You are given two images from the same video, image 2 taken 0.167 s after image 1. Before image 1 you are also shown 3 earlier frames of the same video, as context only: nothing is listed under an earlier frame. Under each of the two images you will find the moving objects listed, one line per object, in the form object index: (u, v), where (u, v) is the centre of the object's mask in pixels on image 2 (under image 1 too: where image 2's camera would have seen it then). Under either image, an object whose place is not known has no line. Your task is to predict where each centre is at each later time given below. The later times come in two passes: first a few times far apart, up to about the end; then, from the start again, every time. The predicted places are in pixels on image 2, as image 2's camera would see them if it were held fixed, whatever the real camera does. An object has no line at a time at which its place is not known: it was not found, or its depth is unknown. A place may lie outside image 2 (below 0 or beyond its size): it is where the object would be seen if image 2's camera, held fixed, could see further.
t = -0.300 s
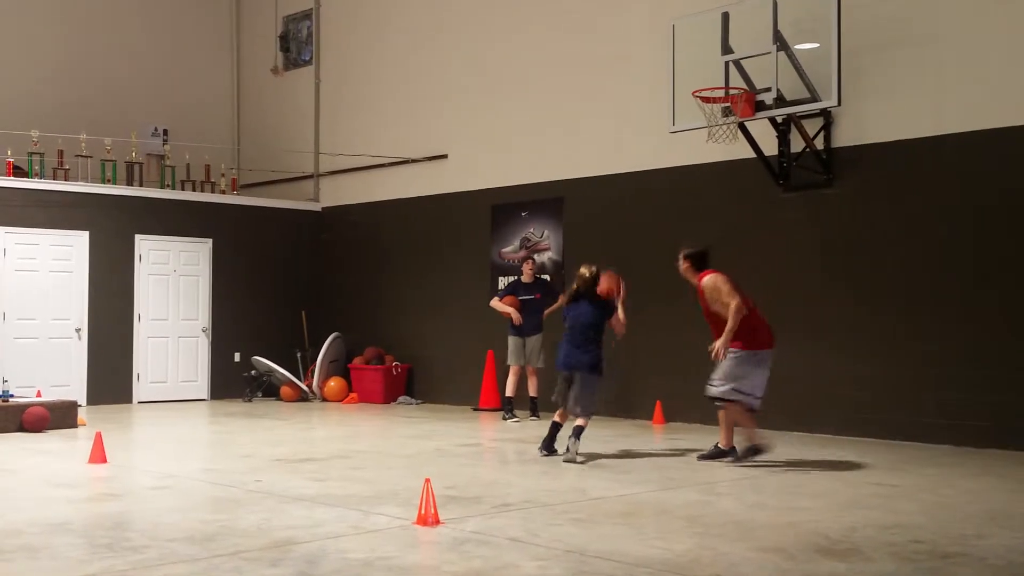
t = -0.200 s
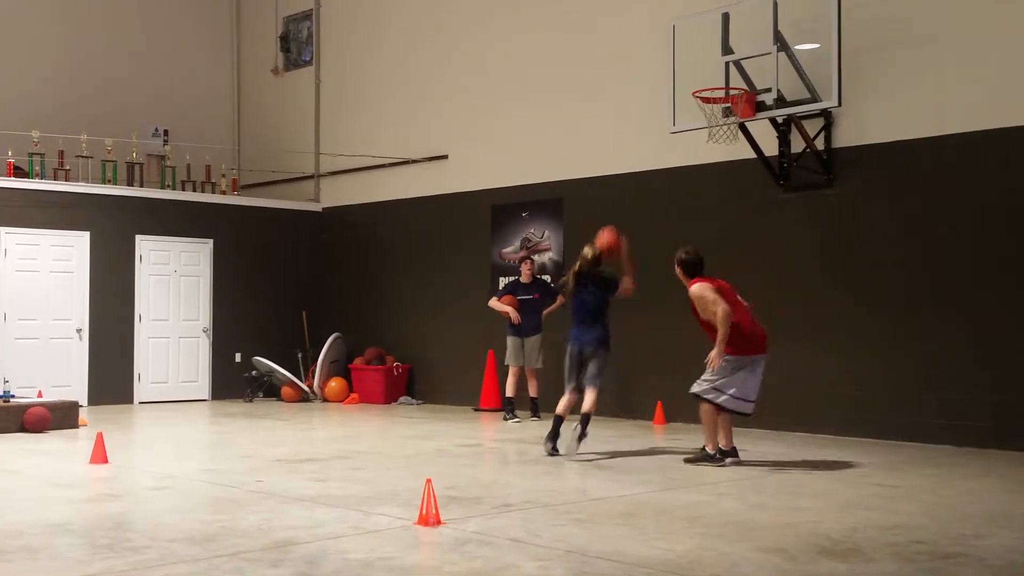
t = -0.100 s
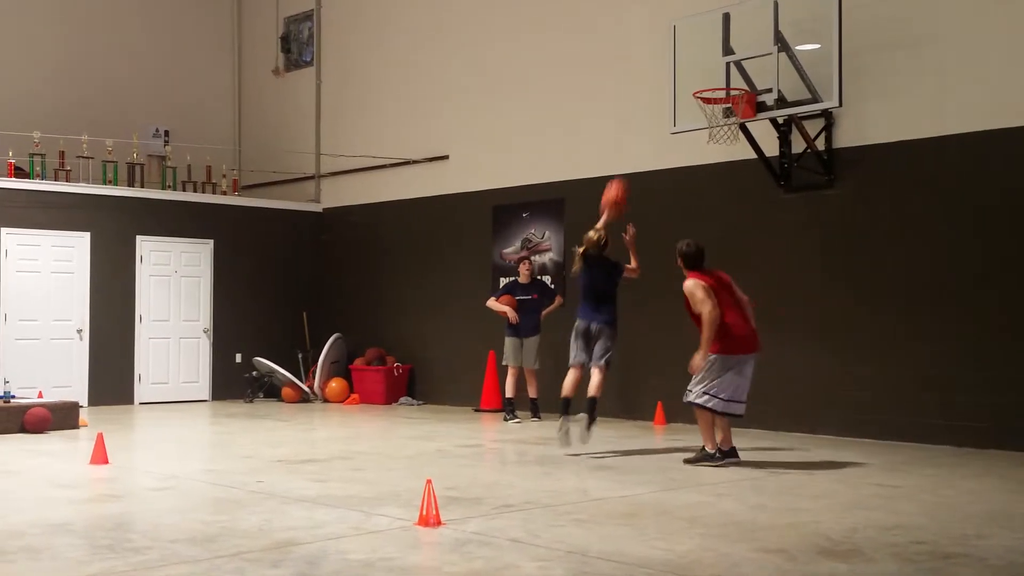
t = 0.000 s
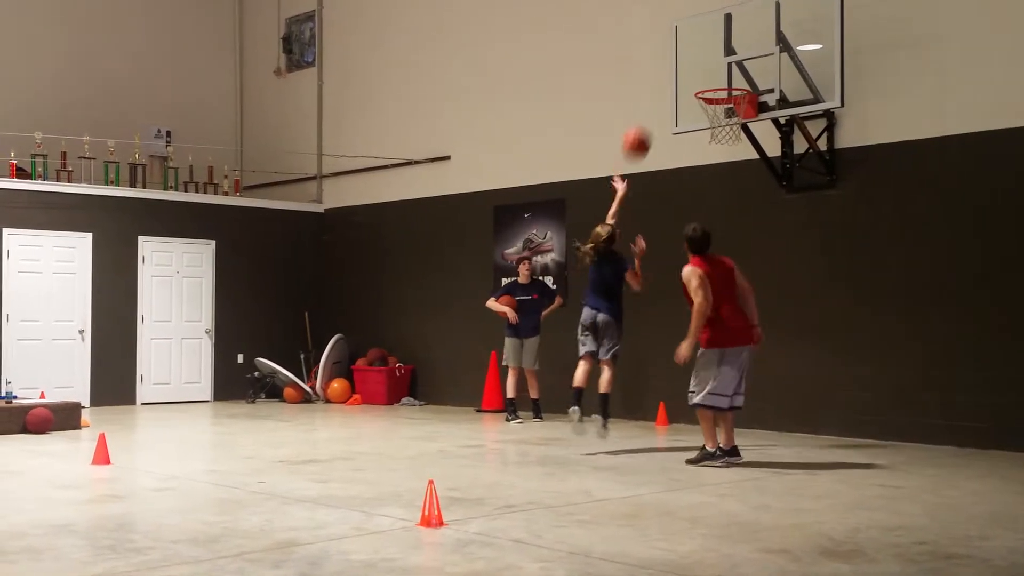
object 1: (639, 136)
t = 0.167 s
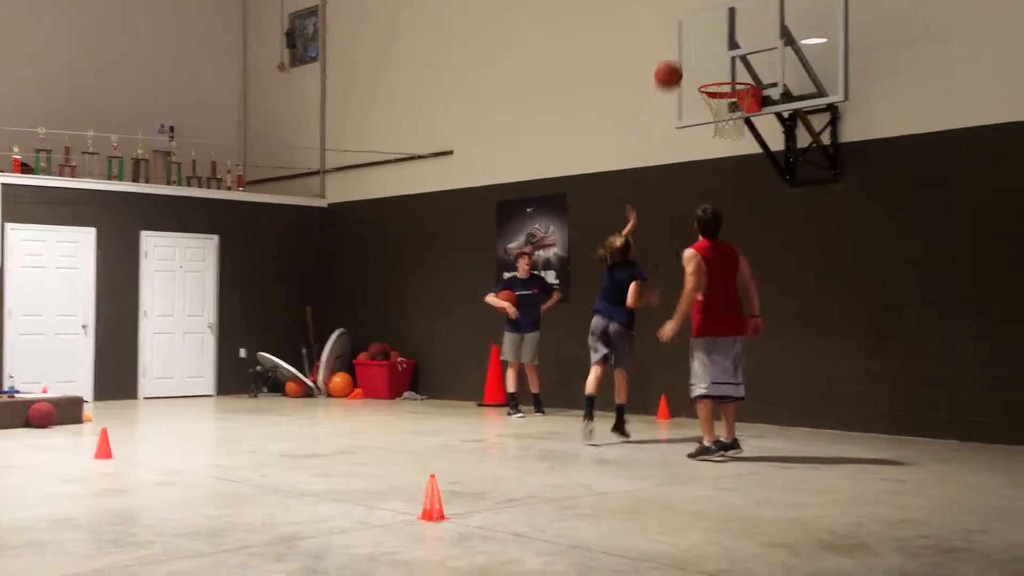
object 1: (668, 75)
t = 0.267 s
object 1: (684, 55)
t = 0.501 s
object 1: (719, 51)
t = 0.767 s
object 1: (719, 67)
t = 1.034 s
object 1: (677, 87)
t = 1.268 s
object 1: (635, 164)
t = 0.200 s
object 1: (673, 67)
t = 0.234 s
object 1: (678, 60)
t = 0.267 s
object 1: (684, 55)
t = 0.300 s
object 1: (689, 50)
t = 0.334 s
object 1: (695, 47)
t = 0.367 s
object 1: (700, 46)
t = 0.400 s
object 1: (705, 45)
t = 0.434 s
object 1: (710, 46)
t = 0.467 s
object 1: (715, 48)
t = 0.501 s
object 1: (719, 51)
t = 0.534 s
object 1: (724, 55)
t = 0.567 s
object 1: (729, 61)
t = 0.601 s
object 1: (734, 67)
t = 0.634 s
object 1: (738, 75)
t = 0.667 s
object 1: (735, 77)
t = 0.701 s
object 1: (729, 73)
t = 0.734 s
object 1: (725, 70)
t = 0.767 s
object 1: (719, 67)
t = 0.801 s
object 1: (714, 66)
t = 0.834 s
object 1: (709, 66)
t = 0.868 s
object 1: (704, 67)
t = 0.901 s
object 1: (699, 70)
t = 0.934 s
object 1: (694, 74)
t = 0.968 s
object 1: (688, 77)
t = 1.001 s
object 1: (682, 82)
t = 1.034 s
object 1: (677, 87)
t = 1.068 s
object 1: (671, 94)
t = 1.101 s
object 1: (664, 102)
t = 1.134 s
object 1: (659, 111)
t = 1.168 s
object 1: (653, 122)
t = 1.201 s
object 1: (647, 135)
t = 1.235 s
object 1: (641, 147)
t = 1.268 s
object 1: (635, 164)
